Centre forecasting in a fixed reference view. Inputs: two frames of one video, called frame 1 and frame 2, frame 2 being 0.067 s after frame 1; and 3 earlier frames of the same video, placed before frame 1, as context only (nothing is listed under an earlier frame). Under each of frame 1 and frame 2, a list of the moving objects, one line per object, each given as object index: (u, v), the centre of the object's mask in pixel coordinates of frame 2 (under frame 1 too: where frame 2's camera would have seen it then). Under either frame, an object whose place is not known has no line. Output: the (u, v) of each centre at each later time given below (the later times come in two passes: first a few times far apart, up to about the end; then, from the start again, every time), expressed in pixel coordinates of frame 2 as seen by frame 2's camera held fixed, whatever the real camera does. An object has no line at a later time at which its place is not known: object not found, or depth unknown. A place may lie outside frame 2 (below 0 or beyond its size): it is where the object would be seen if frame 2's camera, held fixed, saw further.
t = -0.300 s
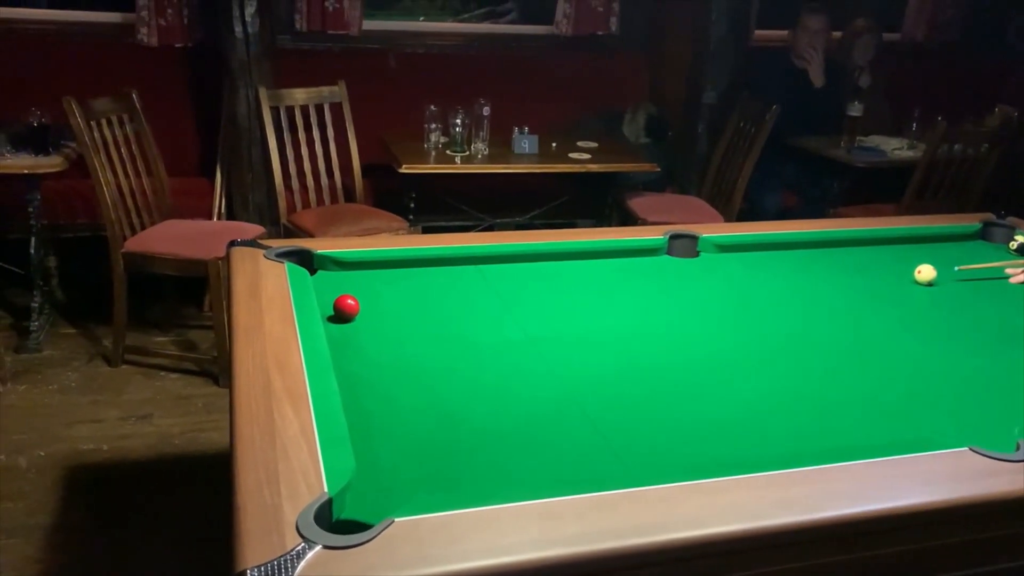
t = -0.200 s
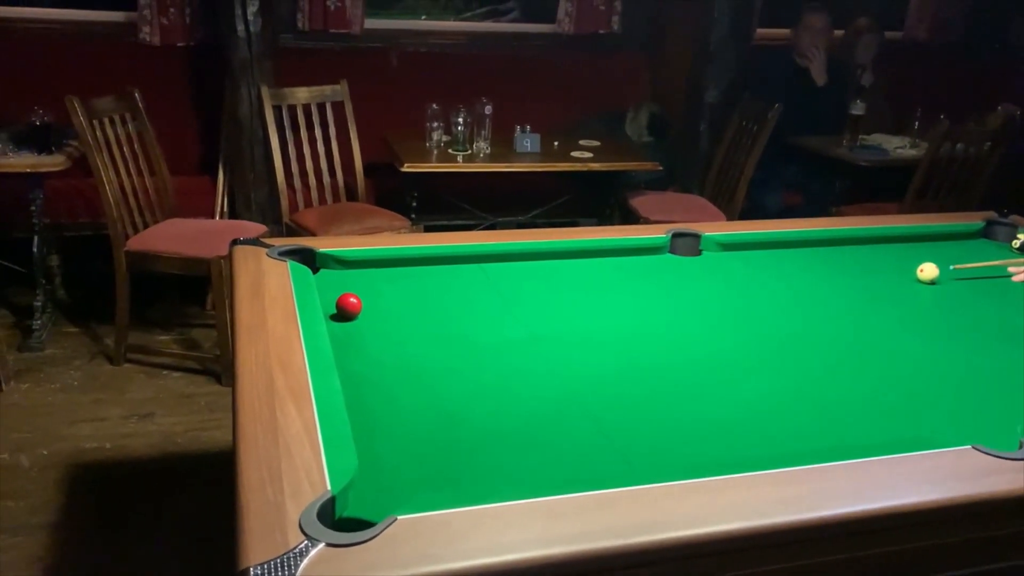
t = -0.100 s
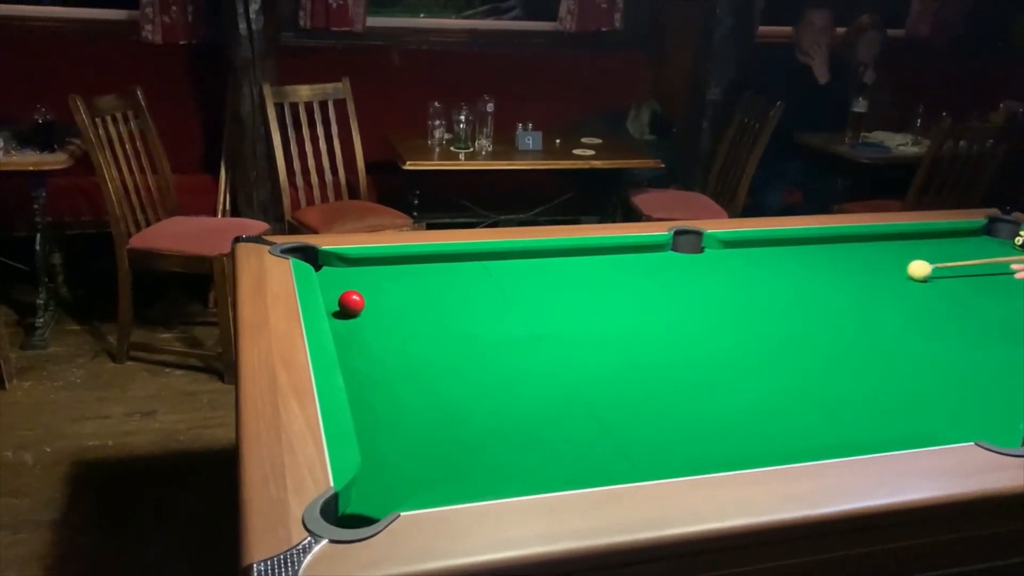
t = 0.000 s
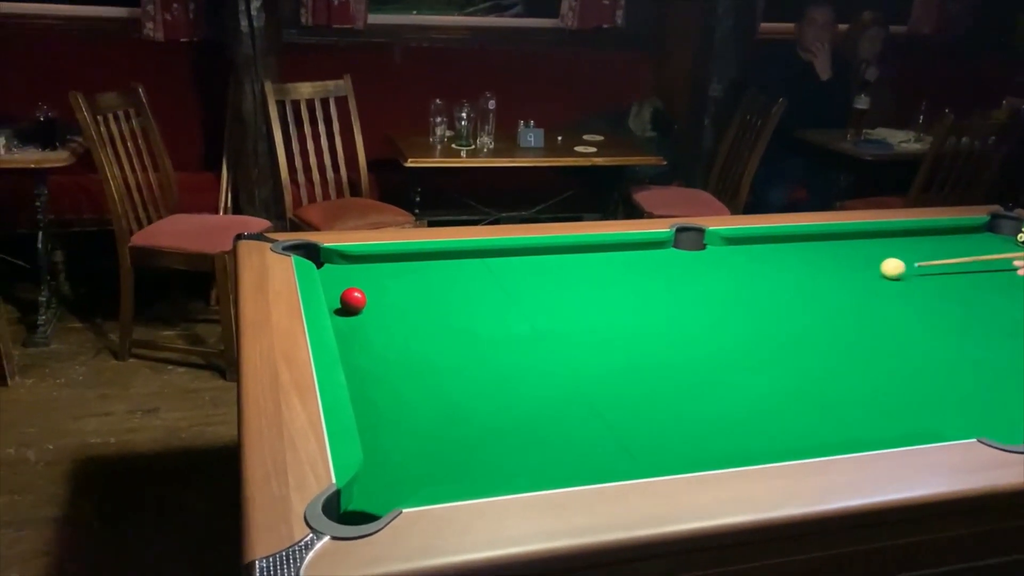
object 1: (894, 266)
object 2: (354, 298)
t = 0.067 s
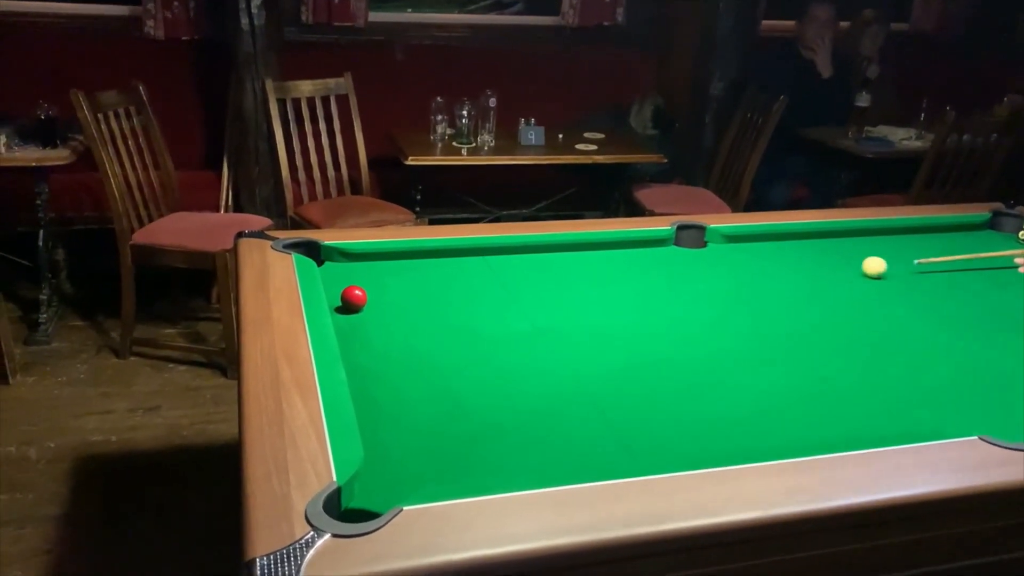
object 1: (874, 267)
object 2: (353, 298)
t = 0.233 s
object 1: (826, 269)
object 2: (354, 298)
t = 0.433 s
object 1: (767, 272)
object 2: (354, 298)
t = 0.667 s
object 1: (699, 276)
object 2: (354, 298)
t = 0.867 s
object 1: (642, 279)
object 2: (354, 299)
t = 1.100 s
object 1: (576, 283)
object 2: (354, 299)
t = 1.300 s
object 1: (521, 286)
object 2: (354, 299)
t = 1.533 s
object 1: (459, 290)
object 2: (354, 299)
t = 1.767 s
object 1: (396, 293)
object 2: (354, 298)
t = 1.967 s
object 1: (369, 292)
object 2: (341, 301)
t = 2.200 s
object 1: (354, 284)
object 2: (360, 302)
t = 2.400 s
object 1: (346, 285)
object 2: (374, 303)
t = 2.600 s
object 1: (338, 282)
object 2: (385, 304)
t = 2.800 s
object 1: (334, 280)
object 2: (395, 304)
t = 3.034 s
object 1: (332, 279)
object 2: (403, 304)
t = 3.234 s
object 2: (407, 305)
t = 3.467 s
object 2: (410, 305)
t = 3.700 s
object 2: (410, 306)
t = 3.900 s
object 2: (410, 306)
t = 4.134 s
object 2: (410, 306)
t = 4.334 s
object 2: (410, 306)
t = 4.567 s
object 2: (410, 305)
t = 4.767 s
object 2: (410, 305)
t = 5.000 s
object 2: (410, 305)
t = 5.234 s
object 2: (410, 305)
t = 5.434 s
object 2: (410, 305)
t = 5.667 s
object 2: (410, 305)
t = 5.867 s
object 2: (410, 305)
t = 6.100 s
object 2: (410, 305)
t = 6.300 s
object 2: (409, 305)
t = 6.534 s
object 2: (409, 305)
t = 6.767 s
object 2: (410, 305)
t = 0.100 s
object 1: (865, 268)
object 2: (353, 298)
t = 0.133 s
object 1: (855, 268)
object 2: (353, 298)
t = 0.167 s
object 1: (845, 269)
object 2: (354, 298)
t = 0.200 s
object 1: (836, 269)
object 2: (354, 298)
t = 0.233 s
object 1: (826, 269)
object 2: (354, 298)
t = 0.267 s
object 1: (816, 270)
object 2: (354, 298)
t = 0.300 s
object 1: (806, 271)
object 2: (354, 298)
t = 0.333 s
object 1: (797, 271)
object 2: (354, 299)
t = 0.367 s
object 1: (786, 272)
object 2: (354, 299)
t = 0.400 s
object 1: (777, 272)
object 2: (354, 299)
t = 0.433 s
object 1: (767, 272)
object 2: (354, 298)
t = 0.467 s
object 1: (757, 273)
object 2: (354, 298)
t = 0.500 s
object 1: (748, 274)
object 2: (354, 299)
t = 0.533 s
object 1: (738, 274)
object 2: (354, 299)
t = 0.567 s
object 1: (728, 275)
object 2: (354, 299)
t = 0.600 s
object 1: (719, 275)
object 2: (354, 299)
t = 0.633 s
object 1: (709, 276)
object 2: (354, 299)
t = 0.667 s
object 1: (699, 276)
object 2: (354, 298)
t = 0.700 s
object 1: (690, 277)
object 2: (354, 299)
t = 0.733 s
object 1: (680, 277)
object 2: (354, 298)
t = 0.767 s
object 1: (671, 278)
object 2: (354, 299)
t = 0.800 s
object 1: (661, 278)
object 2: (354, 299)
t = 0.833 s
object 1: (651, 279)
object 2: (354, 299)
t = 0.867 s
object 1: (642, 279)
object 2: (354, 299)
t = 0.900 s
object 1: (632, 280)
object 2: (354, 298)
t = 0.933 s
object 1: (623, 280)
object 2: (354, 298)
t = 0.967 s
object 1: (614, 281)
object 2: (354, 298)
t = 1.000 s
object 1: (604, 281)
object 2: (354, 299)
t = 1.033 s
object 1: (595, 282)
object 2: (354, 299)
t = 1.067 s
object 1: (586, 282)
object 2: (354, 299)
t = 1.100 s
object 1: (576, 283)
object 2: (354, 299)
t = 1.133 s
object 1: (567, 283)
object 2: (354, 298)
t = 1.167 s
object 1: (558, 284)
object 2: (354, 298)
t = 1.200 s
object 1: (548, 285)
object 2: (354, 299)
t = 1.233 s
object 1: (539, 285)
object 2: (354, 299)
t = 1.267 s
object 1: (530, 286)
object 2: (354, 299)
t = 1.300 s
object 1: (521, 286)
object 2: (354, 299)
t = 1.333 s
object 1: (512, 287)
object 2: (354, 298)
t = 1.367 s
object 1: (503, 287)
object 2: (354, 298)
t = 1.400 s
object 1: (494, 288)
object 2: (354, 298)
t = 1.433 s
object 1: (485, 288)
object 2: (354, 299)
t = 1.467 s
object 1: (476, 289)
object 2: (354, 299)
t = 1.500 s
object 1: (467, 290)
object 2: (354, 299)
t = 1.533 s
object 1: (459, 290)
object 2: (354, 299)
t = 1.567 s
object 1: (449, 290)
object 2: (354, 298)
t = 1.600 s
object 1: (440, 291)
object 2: (354, 299)
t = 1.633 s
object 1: (432, 291)
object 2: (354, 299)
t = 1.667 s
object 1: (423, 292)
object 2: (354, 298)
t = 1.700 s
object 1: (414, 292)
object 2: (354, 298)
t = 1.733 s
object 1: (405, 293)
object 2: (354, 298)
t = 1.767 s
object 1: (396, 293)
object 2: (354, 298)
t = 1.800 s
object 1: (388, 294)
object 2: (354, 298)
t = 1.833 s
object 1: (379, 294)
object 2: (354, 298)
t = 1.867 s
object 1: (376, 294)
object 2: (350, 299)
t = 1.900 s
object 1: (373, 293)
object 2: (345, 300)
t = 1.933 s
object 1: (371, 292)
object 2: (341, 301)
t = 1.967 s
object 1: (369, 292)
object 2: (341, 301)
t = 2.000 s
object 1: (367, 291)
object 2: (344, 301)
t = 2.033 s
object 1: (366, 290)
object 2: (346, 301)
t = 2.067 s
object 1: (365, 288)
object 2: (349, 302)
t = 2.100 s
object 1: (363, 286)
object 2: (352, 302)
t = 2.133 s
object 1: (360, 285)
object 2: (355, 302)
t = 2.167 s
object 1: (357, 284)
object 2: (357, 302)
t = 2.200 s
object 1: (354, 284)
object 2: (360, 302)
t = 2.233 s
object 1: (353, 284)
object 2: (363, 302)
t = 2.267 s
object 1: (351, 285)
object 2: (365, 302)
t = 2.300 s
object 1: (350, 285)
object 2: (367, 303)
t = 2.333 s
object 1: (349, 285)
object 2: (369, 303)
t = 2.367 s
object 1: (348, 285)
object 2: (372, 302)
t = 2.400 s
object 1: (346, 285)
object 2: (374, 303)
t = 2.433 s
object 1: (344, 284)
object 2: (376, 303)
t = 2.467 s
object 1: (343, 284)
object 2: (378, 303)
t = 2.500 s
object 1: (342, 283)
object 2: (380, 303)
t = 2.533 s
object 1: (340, 283)
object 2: (382, 304)
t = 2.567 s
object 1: (339, 283)
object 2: (384, 304)
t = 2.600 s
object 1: (338, 282)
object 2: (385, 304)
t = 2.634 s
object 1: (337, 282)
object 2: (387, 304)
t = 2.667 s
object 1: (336, 282)
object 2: (389, 304)
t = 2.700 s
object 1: (335, 281)
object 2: (390, 304)
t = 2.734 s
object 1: (335, 281)
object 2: (392, 304)
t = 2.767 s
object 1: (334, 281)
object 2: (393, 304)
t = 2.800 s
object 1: (334, 280)
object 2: (395, 304)
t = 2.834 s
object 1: (334, 280)
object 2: (396, 304)
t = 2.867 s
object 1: (333, 279)
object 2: (397, 304)
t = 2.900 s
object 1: (333, 279)
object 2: (399, 304)
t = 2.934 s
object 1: (333, 279)
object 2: (400, 304)
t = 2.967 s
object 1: (332, 279)
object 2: (401, 304)
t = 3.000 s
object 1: (332, 279)
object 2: (402, 304)
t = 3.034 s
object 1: (332, 279)
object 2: (403, 304)
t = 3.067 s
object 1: (332, 279)
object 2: (404, 304)
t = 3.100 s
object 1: (332, 279)
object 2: (404, 305)
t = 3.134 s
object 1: (333, 279)
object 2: (405, 305)
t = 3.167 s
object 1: (332, 279)
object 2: (406, 305)
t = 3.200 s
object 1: (332, 279)
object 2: (407, 305)
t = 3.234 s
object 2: (407, 305)
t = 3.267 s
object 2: (408, 305)
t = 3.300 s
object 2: (408, 305)
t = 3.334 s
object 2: (409, 305)
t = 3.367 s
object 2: (409, 305)
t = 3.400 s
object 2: (409, 305)
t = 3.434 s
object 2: (410, 305)
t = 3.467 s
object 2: (410, 305)
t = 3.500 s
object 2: (410, 305)
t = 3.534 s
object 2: (410, 305)
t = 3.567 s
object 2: (410, 305)
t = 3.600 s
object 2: (410, 305)
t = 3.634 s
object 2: (410, 306)
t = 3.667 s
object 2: (410, 306)
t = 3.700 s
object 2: (410, 306)
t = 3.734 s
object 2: (410, 306)
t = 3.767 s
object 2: (410, 306)
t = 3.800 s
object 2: (410, 306)
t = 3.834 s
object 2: (410, 306)
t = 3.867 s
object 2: (410, 306)
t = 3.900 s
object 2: (410, 306)
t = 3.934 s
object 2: (410, 306)
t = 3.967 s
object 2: (410, 306)
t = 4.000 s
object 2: (410, 306)
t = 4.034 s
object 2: (410, 306)
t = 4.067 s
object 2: (410, 306)
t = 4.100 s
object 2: (410, 306)
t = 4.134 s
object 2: (410, 306)
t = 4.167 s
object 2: (410, 306)
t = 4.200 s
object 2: (410, 306)
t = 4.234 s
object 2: (410, 306)
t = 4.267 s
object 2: (410, 306)
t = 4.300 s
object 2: (410, 306)
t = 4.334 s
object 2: (410, 306)
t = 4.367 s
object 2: (410, 306)
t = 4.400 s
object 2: (410, 306)
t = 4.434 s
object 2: (410, 306)
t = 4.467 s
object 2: (410, 306)
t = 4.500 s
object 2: (410, 306)
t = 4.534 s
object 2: (410, 306)
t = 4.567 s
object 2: (410, 305)
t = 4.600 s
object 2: (410, 305)
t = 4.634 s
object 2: (410, 305)
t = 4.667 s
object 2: (410, 305)
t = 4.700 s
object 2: (410, 305)
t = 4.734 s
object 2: (410, 305)
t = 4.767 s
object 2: (410, 305)
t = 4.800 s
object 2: (410, 305)
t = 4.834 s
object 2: (410, 305)
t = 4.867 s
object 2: (410, 305)
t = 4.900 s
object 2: (410, 305)
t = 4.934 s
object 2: (410, 305)
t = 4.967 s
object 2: (410, 305)
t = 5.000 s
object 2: (410, 305)
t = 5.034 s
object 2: (410, 305)
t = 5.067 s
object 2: (410, 305)
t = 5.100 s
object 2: (410, 305)
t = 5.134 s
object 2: (410, 305)
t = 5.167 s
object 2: (410, 305)
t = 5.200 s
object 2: (410, 305)
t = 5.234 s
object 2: (410, 305)
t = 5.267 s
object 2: (410, 306)
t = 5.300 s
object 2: (410, 306)
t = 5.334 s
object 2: (410, 306)
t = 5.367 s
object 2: (410, 305)
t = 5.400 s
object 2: (410, 305)
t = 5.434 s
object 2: (410, 305)
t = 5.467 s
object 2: (410, 305)
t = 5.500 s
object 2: (410, 305)
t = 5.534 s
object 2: (410, 305)
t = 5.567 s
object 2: (410, 305)
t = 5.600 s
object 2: (410, 305)
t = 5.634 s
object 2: (410, 305)
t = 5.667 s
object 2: (410, 305)
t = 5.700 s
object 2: (410, 305)
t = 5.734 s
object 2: (410, 305)
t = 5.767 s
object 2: (410, 305)
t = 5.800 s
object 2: (410, 305)
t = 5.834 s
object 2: (410, 305)
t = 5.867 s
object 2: (410, 305)
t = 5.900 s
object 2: (410, 305)
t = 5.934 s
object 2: (410, 305)
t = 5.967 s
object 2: (410, 305)
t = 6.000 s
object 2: (410, 305)
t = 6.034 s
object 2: (410, 305)
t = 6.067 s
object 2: (410, 305)
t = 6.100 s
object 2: (410, 305)
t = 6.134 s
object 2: (410, 305)
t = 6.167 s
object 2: (410, 305)
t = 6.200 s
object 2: (410, 305)
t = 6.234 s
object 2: (410, 305)
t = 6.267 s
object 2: (409, 305)
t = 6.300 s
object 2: (409, 305)
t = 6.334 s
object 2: (409, 305)
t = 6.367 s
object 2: (409, 305)
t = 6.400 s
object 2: (409, 305)
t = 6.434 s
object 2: (409, 305)
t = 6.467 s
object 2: (409, 305)
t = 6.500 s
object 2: (409, 305)
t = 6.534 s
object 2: (409, 305)
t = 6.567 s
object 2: (409, 305)
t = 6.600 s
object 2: (409, 305)
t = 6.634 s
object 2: (409, 305)
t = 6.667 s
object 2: (409, 305)
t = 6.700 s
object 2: (410, 305)
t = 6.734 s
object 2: (410, 305)
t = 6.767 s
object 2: (410, 305)
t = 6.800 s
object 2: (409, 305)
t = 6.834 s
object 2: (410, 305)
